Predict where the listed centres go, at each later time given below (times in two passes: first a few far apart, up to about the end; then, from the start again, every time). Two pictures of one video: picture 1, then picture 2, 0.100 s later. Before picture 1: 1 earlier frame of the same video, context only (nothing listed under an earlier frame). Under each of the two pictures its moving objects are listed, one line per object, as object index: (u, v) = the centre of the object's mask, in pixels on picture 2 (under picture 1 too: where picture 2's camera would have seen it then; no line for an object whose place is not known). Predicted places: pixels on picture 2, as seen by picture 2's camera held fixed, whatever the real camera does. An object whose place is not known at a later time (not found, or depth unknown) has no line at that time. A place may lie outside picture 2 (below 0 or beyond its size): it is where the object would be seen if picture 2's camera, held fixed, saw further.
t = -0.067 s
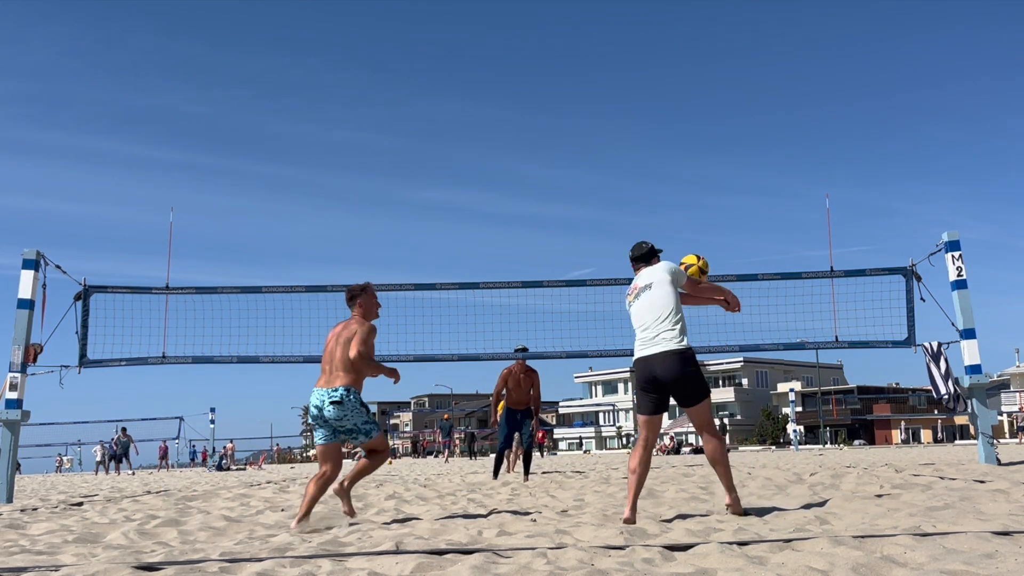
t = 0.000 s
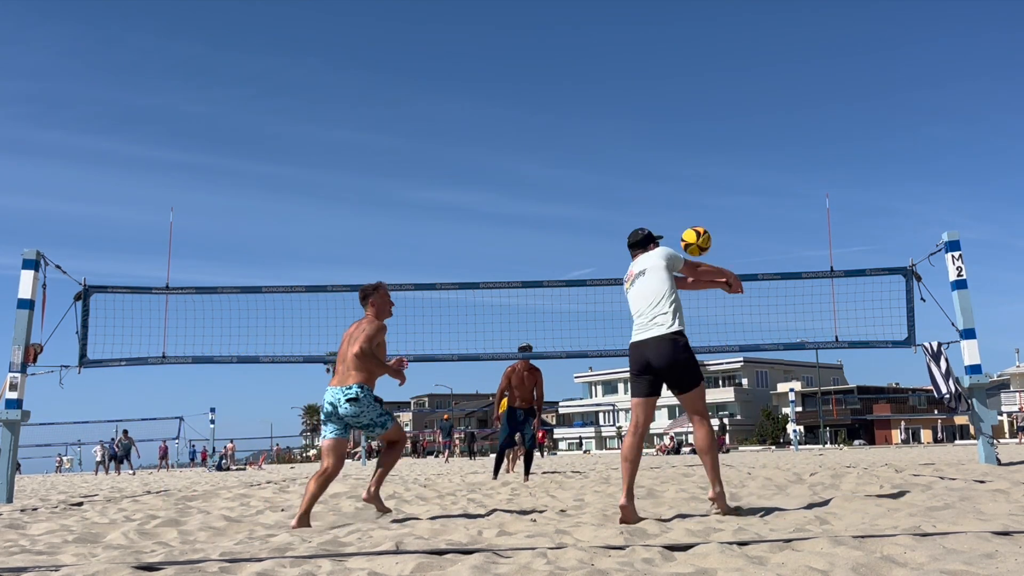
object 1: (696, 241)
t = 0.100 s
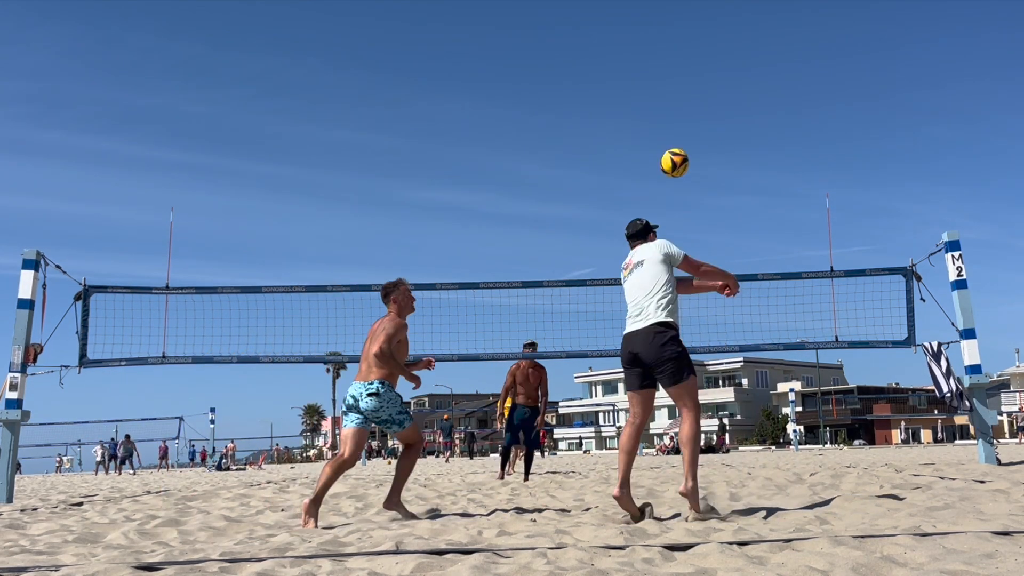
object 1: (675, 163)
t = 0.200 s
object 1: (658, 105)
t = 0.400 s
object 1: (634, 37)
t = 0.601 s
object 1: (619, 21)
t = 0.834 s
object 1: (610, 54)
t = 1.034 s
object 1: (609, 118)
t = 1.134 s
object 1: (610, 160)
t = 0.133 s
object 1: (669, 142)
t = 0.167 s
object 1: (663, 122)
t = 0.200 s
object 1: (658, 105)
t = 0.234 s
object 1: (653, 89)
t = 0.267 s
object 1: (648, 75)
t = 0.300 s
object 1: (644, 63)
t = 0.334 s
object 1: (641, 53)
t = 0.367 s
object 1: (637, 44)
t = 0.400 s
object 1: (634, 37)
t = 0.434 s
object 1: (631, 31)
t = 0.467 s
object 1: (628, 26)
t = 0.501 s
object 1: (626, 23)
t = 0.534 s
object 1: (623, 21)
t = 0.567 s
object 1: (621, 21)
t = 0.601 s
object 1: (619, 21)
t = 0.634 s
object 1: (617, 23)
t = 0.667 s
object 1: (616, 26)
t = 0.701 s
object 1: (614, 29)
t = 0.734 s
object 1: (613, 34)
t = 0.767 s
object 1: (612, 40)
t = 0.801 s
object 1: (611, 47)
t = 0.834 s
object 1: (610, 54)
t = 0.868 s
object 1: (610, 63)
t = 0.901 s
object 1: (610, 72)
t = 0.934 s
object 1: (609, 83)
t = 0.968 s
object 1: (609, 94)
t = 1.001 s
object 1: (609, 106)
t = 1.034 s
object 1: (609, 118)
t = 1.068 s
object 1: (609, 132)
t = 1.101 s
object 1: (609, 146)
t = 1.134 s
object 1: (610, 160)
